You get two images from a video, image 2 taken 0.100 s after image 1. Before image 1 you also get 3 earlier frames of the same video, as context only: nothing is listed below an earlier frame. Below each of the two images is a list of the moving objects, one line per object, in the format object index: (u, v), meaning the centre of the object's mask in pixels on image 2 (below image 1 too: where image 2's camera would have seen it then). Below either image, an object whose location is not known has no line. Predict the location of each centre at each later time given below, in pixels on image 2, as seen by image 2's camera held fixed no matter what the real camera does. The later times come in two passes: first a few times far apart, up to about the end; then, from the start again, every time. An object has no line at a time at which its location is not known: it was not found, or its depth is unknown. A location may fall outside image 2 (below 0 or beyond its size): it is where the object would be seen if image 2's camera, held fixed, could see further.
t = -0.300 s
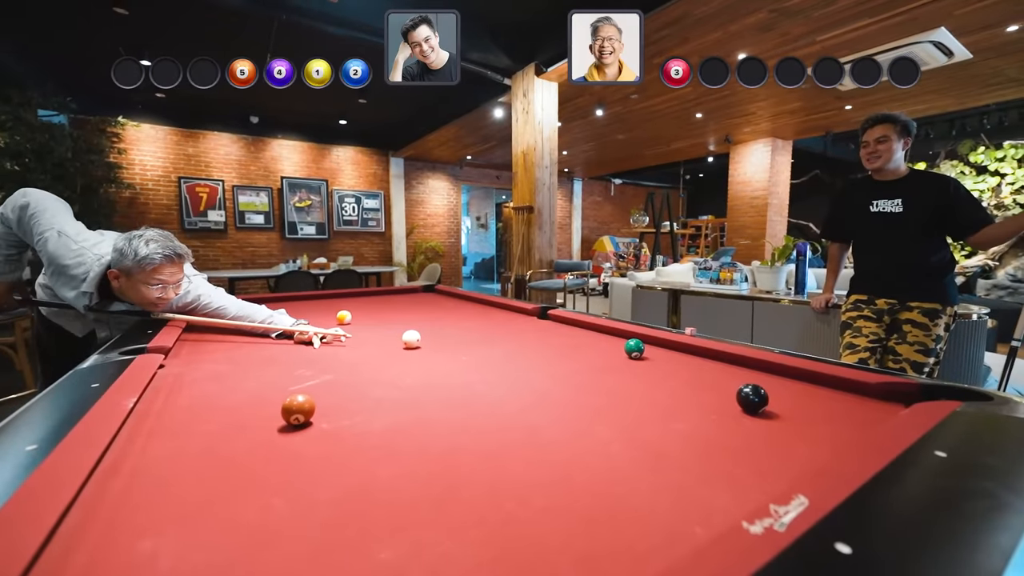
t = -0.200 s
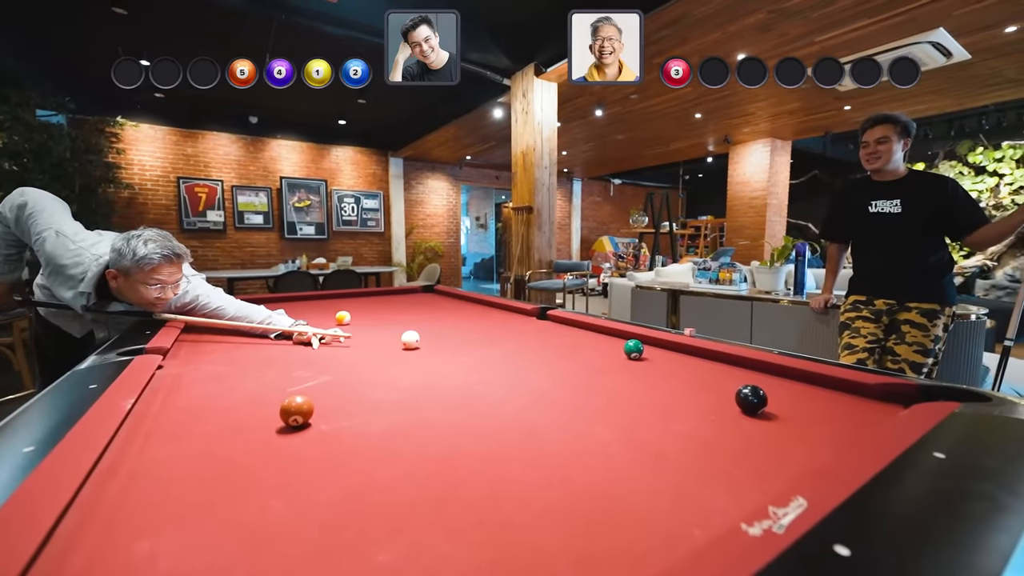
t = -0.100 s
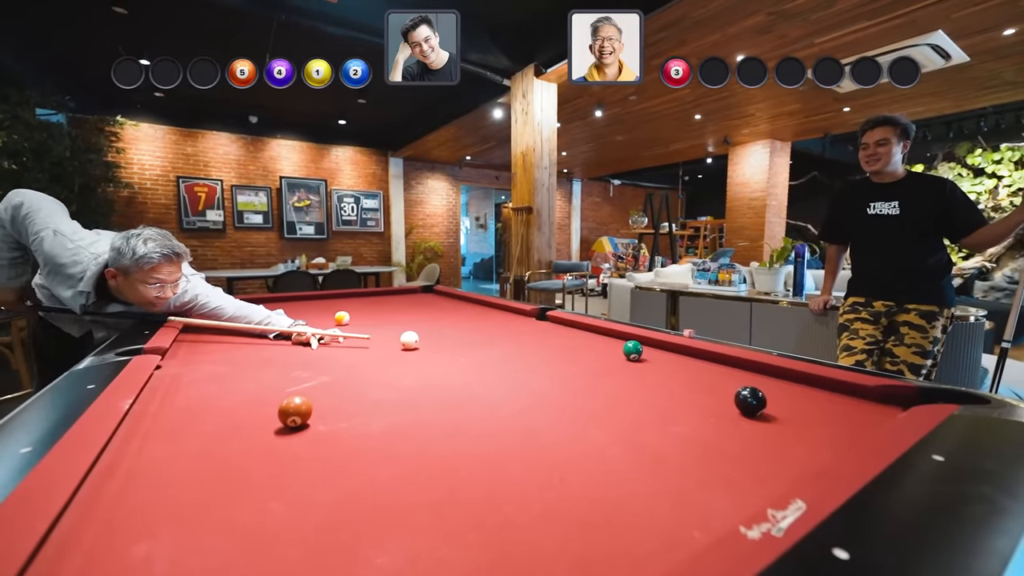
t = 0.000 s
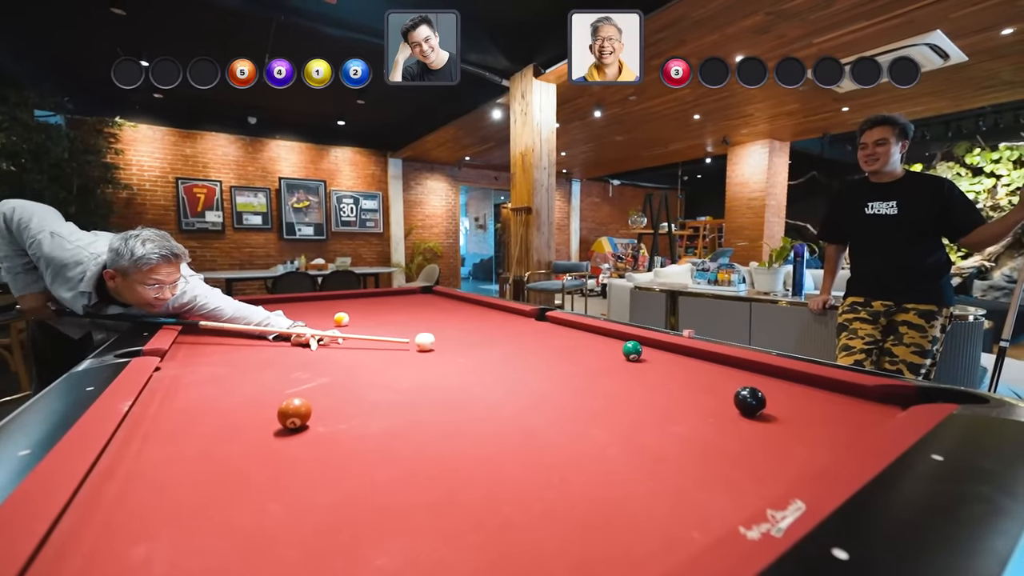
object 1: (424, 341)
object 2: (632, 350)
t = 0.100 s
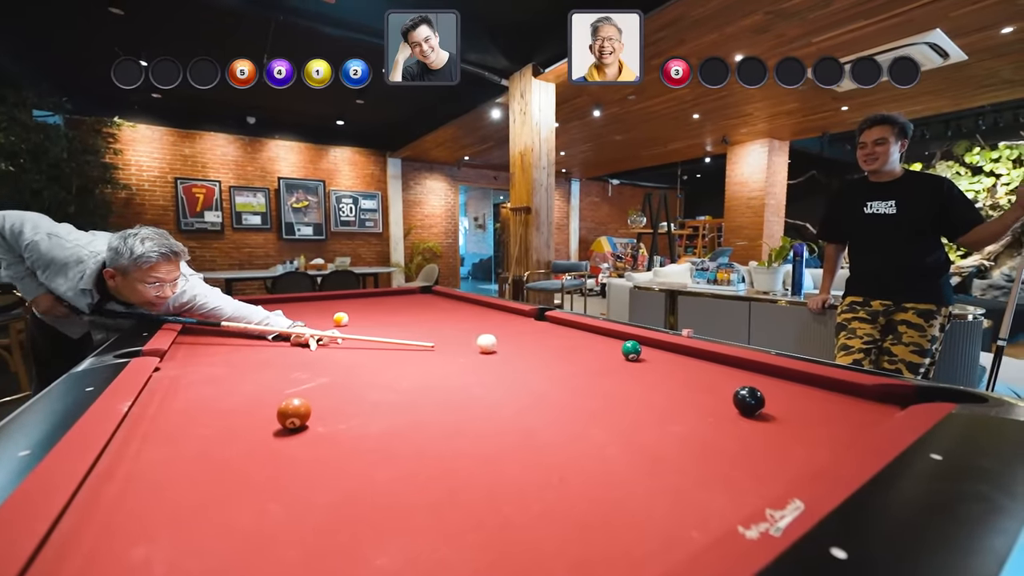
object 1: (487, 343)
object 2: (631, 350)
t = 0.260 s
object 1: (573, 345)
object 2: (632, 350)
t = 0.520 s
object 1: (638, 342)
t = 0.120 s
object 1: (498, 343)
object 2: (632, 350)
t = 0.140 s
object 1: (510, 344)
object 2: (632, 350)
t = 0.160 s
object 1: (521, 344)
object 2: (632, 350)
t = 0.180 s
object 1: (531, 344)
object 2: (631, 350)
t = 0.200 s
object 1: (542, 345)
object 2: (631, 350)
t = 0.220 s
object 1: (552, 345)
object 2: (631, 350)
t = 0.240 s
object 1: (562, 345)
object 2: (631, 350)
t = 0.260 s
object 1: (573, 345)
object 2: (632, 350)
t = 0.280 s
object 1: (583, 346)
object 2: (631, 350)
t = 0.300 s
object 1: (593, 346)
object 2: (631, 350)
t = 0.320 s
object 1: (604, 346)
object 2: (631, 350)
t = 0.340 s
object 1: (614, 347)
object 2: (632, 350)
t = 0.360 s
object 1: (618, 346)
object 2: (638, 351)
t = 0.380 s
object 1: (622, 345)
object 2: (645, 353)
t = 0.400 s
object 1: (626, 344)
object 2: (651, 354)
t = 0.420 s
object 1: (631, 343)
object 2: (658, 356)
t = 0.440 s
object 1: (635, 342)
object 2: (664, 357)
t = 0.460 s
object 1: (640, 342)
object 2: (670, 357)
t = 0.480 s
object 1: (644, 341)
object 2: (675, 359)
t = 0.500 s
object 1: (641, 342)
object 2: (681, 360)
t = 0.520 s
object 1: (638, 342)
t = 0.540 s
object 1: (635, 343)
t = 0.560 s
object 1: (633, 343)
